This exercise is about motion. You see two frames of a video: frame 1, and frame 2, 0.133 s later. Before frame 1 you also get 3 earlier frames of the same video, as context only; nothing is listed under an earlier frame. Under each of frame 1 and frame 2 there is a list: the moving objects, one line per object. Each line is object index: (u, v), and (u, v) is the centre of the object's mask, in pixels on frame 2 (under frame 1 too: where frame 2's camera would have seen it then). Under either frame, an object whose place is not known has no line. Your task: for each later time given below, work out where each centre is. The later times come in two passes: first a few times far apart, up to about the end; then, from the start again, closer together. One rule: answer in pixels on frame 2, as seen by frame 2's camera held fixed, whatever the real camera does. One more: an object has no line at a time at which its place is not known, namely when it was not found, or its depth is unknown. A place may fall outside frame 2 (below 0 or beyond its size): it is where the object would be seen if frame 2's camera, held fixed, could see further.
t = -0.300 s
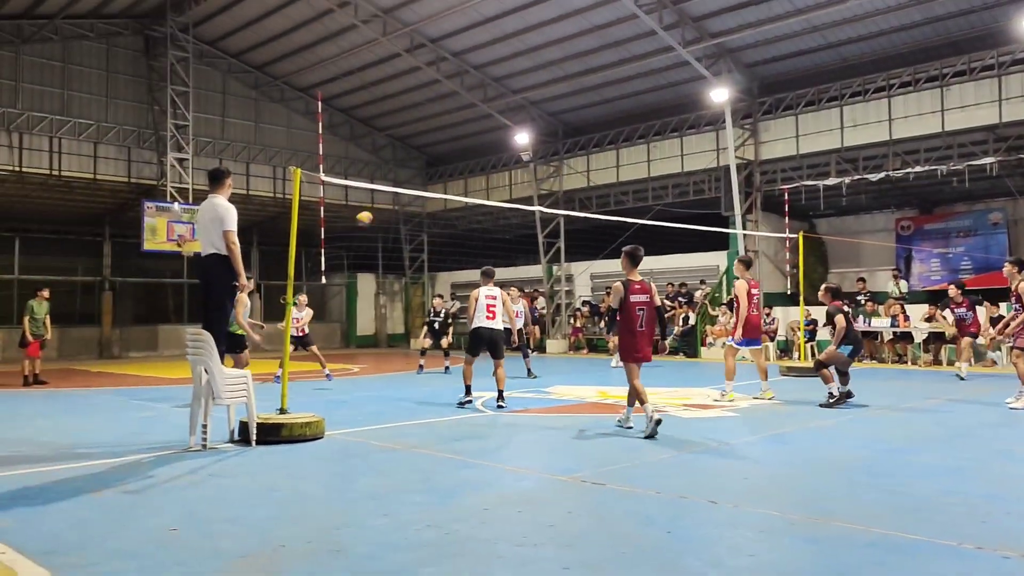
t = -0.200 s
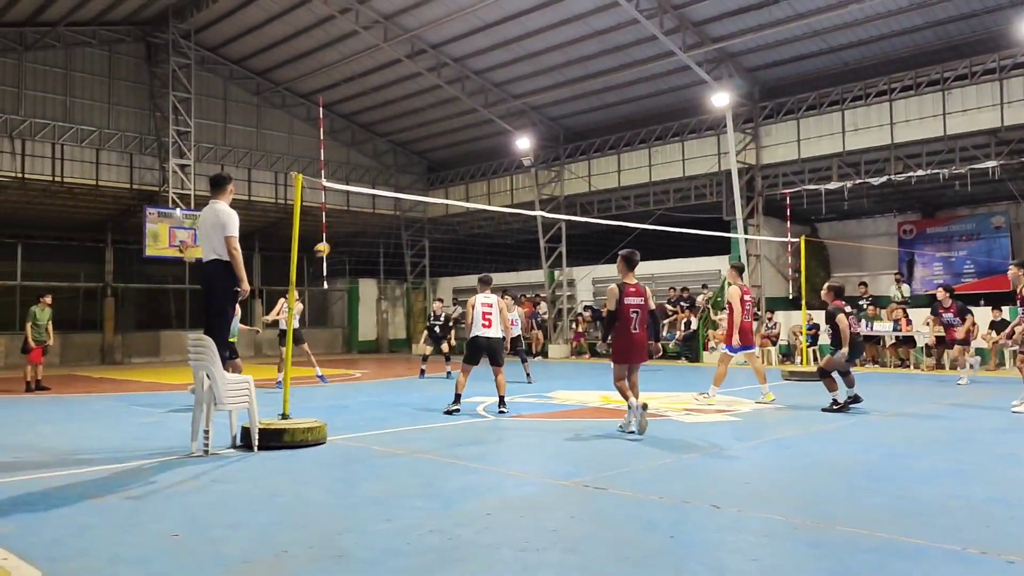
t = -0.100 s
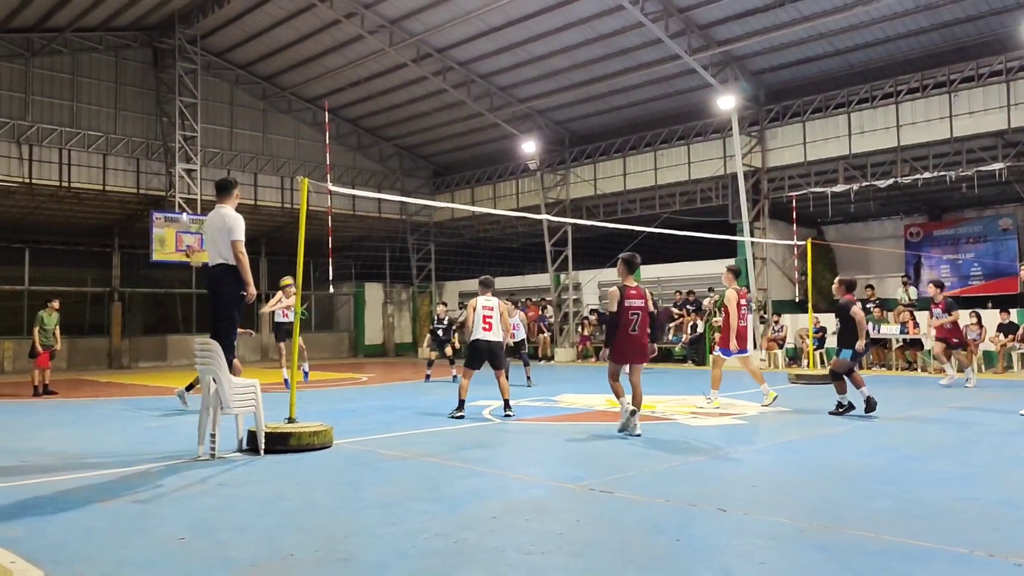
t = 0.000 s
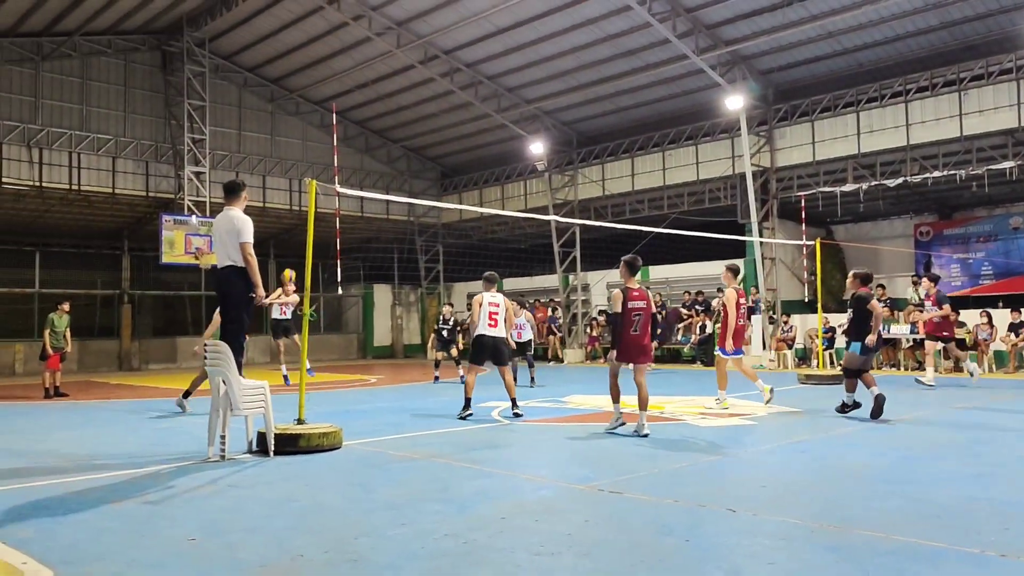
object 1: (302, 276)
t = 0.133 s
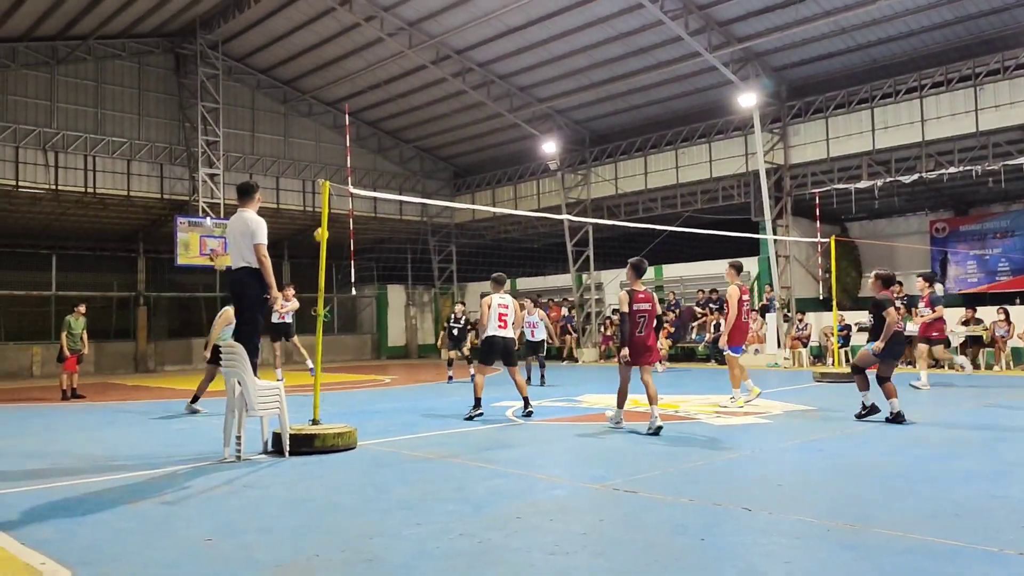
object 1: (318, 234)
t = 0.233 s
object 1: (335, 209)
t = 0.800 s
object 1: (431, 173)
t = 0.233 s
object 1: (335, 209)
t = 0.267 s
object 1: (340, 201)
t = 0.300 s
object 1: (343, 194)
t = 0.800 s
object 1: (431, 173)
